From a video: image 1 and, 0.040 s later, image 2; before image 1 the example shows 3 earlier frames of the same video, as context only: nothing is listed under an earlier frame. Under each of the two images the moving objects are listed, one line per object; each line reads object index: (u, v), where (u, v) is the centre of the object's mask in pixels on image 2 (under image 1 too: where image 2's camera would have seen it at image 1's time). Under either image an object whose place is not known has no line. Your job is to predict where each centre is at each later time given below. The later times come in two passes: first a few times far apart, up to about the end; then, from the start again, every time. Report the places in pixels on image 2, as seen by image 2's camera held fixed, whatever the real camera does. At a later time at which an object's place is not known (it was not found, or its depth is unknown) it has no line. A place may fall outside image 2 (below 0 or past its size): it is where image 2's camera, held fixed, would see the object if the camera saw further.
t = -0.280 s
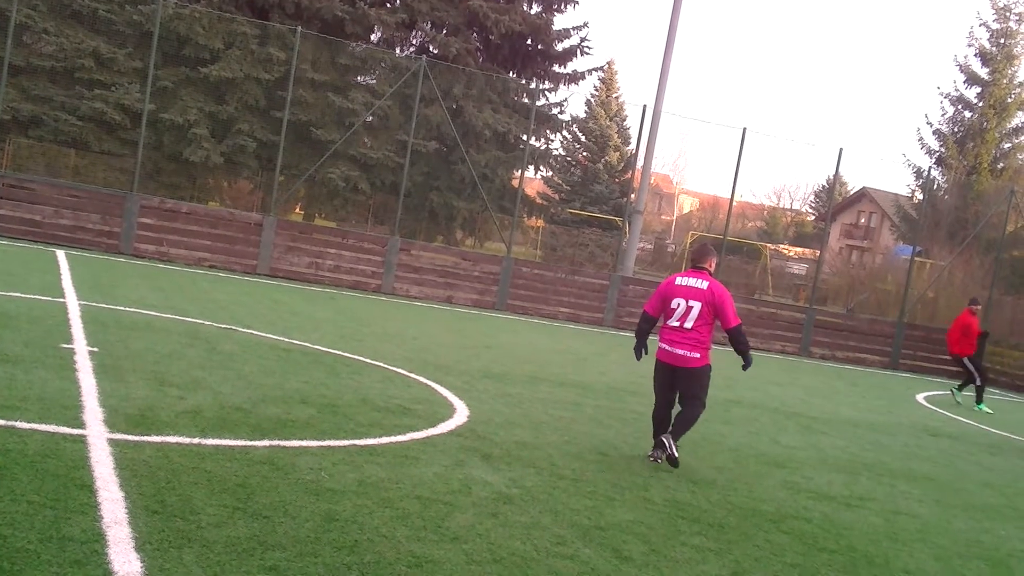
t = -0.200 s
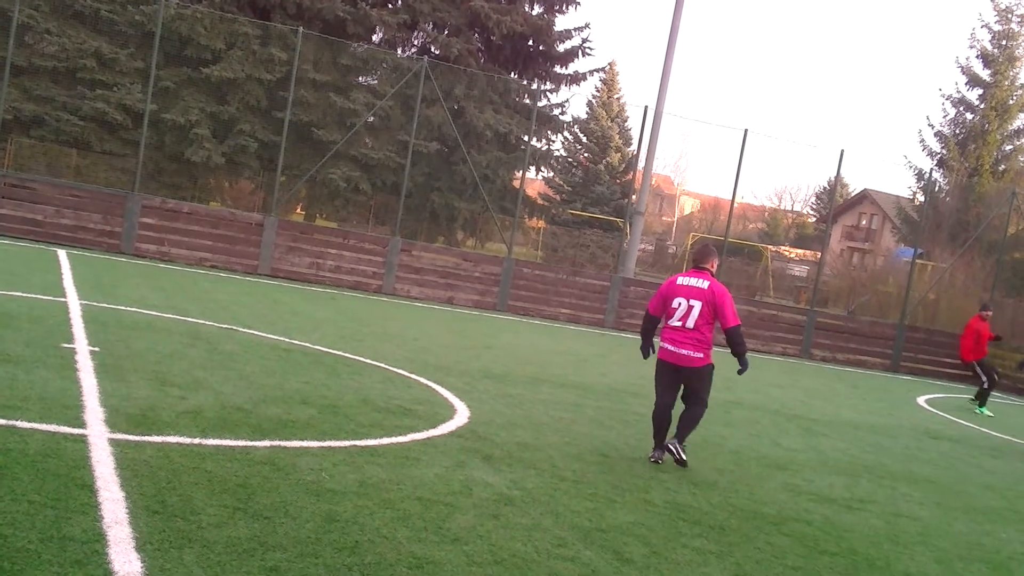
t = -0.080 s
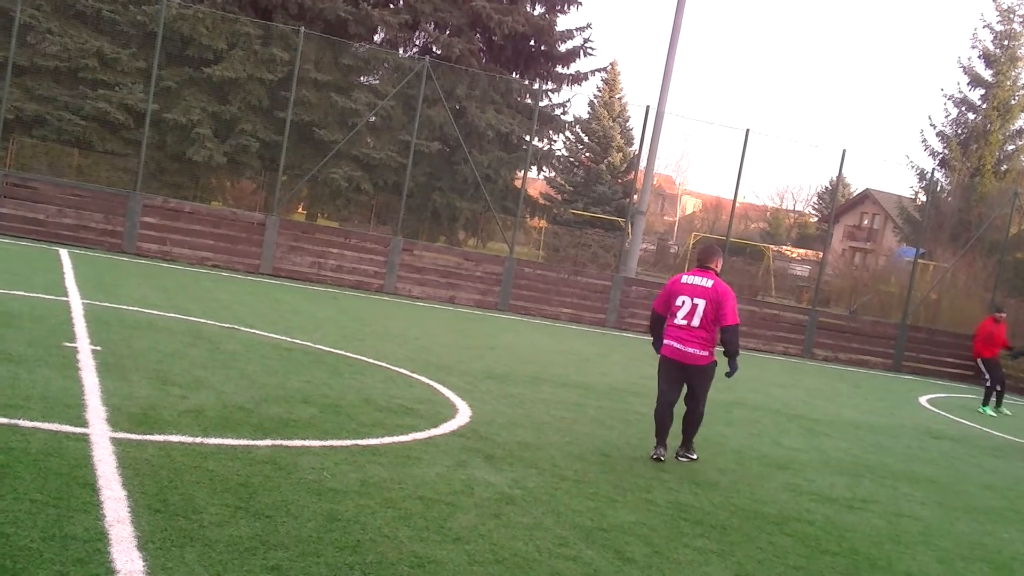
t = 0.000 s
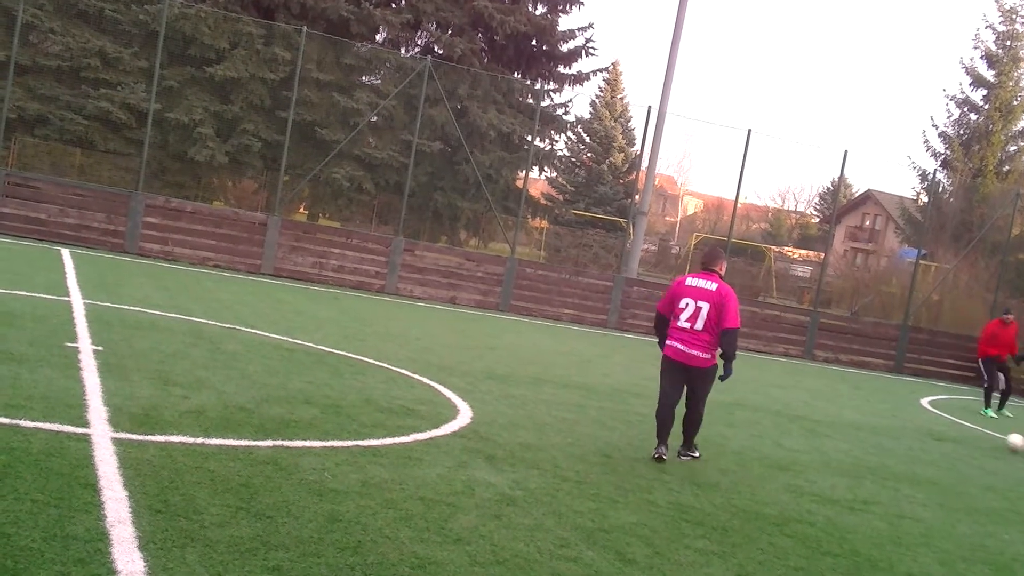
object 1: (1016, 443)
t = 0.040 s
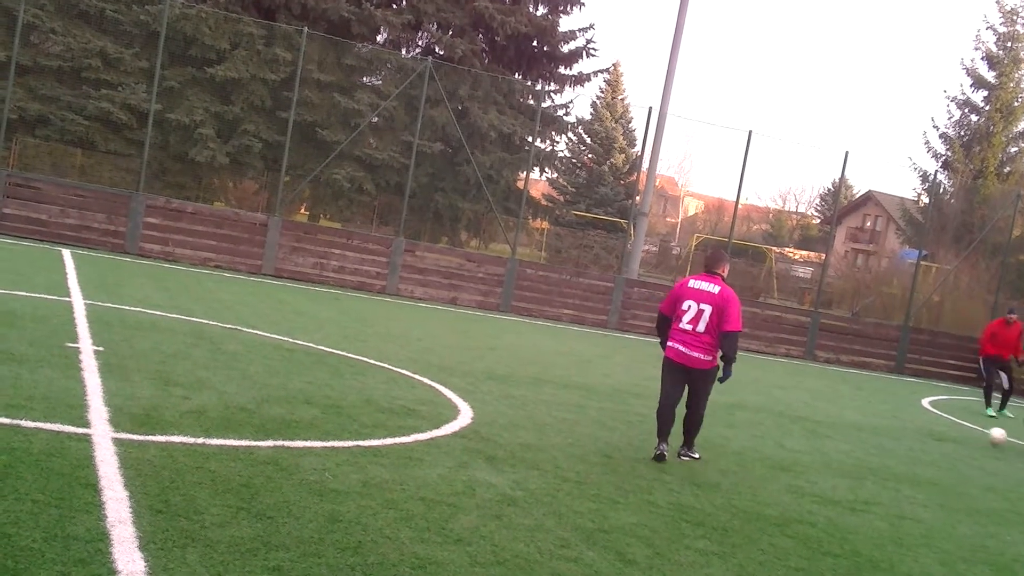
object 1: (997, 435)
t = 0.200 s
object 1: (928, 417)
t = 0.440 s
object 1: (855, 395)
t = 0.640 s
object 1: (810, 378)
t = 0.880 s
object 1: (766, 365)
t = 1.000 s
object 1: (744, 359)
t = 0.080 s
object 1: (979, 430)
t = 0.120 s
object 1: (960, 427)
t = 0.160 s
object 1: (944, 423)
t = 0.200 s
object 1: (928, 417)
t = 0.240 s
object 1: (914, 413)
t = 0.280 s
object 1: (901, 408)
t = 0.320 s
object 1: (888, 404)
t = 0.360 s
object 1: (877, 401)
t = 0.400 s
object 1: (865, 397)
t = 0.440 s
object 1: (855, 395)
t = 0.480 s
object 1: (846, 390)
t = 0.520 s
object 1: (836, 387)
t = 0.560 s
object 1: (827, 385)
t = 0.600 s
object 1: (818, 382)
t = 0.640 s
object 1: (810, 378)
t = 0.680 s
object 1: (800, 376)
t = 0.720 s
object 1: (792, 376)
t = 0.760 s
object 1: (784, 372)
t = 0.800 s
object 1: (777, 370)
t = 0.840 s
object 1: (771, 367)
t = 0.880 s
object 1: (766, 365)
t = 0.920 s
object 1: (760, 363)
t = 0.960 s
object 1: (750, 361)
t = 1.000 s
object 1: (744, 359)
